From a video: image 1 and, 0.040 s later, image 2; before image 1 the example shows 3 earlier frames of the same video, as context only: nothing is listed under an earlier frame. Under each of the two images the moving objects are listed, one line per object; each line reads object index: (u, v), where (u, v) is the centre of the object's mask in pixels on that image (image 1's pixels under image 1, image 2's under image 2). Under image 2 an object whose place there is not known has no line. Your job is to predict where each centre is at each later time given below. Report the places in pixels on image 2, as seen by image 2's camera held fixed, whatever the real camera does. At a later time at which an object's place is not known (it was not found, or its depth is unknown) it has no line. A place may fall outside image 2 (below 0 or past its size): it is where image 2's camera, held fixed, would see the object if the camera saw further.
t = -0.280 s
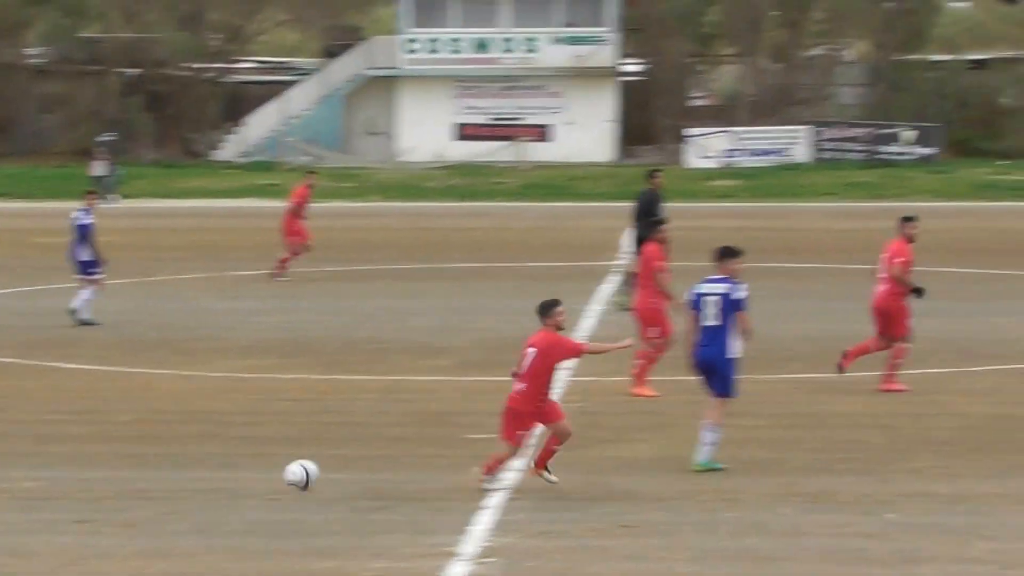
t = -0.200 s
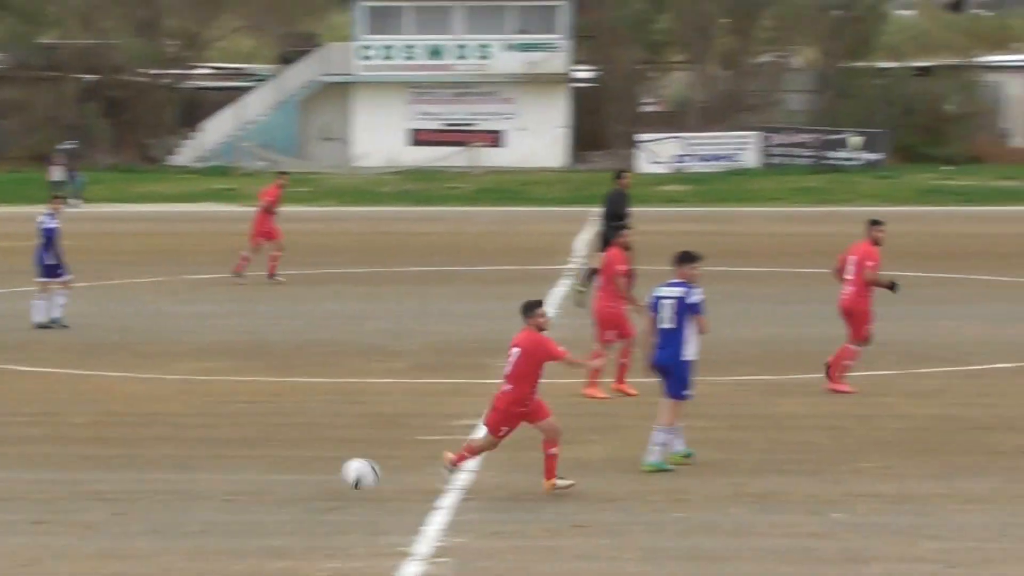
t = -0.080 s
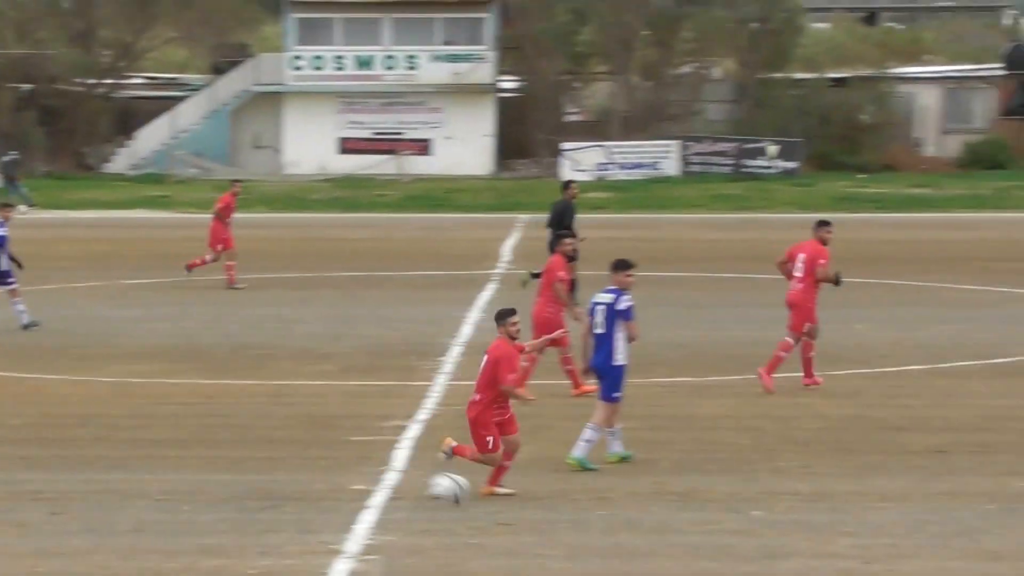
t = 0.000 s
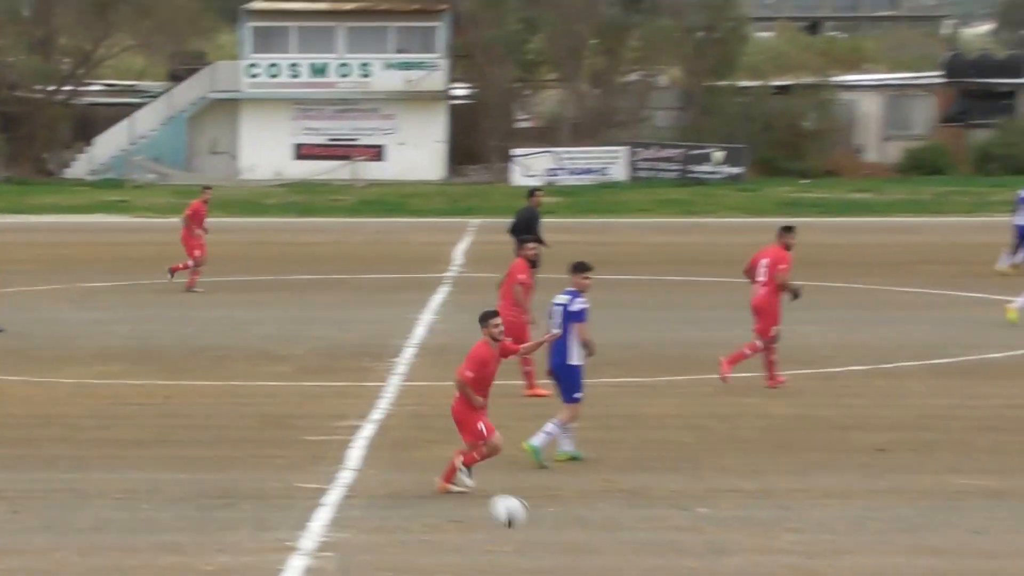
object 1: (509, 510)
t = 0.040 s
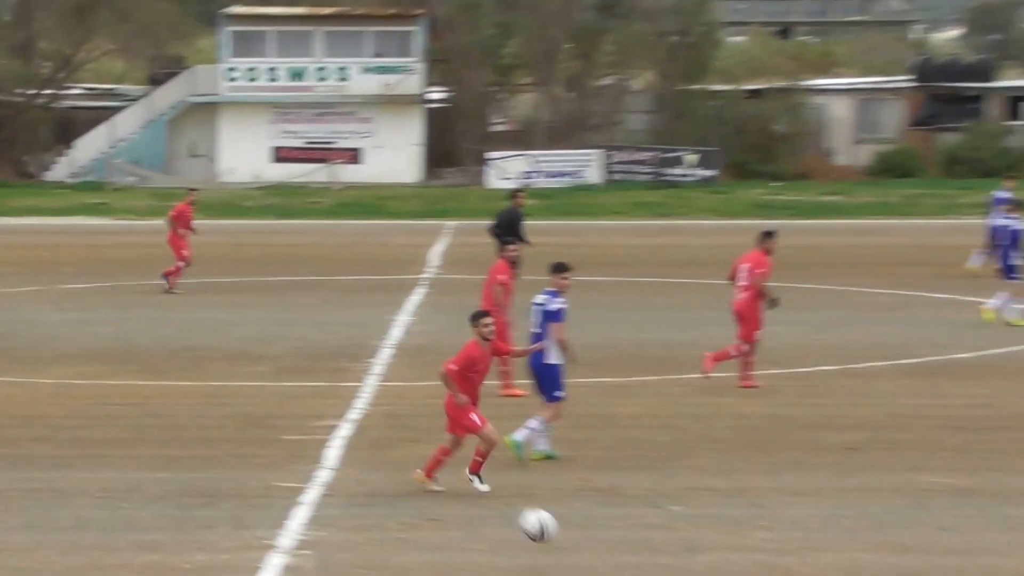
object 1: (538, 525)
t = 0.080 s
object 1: (593, 544)
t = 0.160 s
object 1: (695, 566)
